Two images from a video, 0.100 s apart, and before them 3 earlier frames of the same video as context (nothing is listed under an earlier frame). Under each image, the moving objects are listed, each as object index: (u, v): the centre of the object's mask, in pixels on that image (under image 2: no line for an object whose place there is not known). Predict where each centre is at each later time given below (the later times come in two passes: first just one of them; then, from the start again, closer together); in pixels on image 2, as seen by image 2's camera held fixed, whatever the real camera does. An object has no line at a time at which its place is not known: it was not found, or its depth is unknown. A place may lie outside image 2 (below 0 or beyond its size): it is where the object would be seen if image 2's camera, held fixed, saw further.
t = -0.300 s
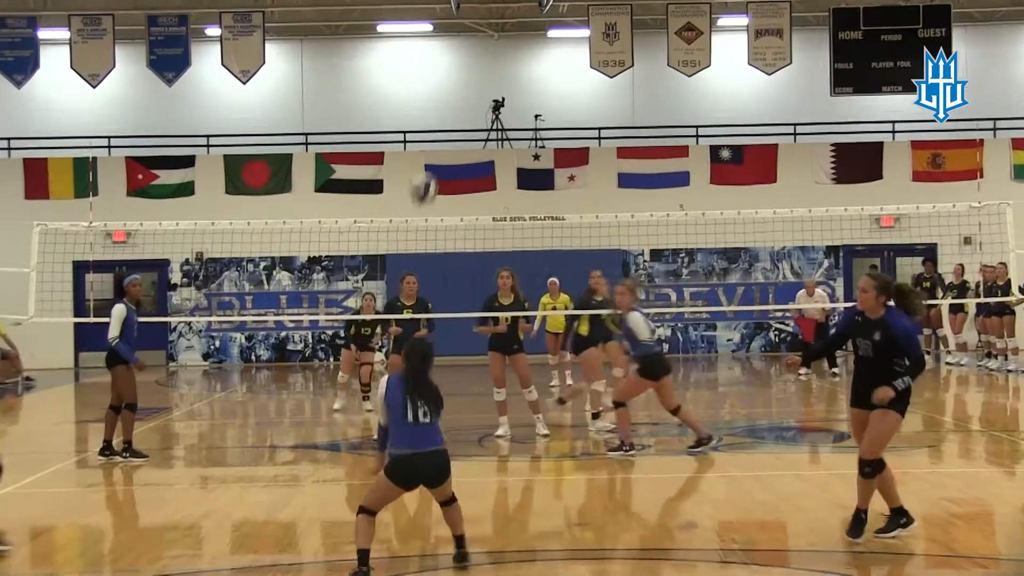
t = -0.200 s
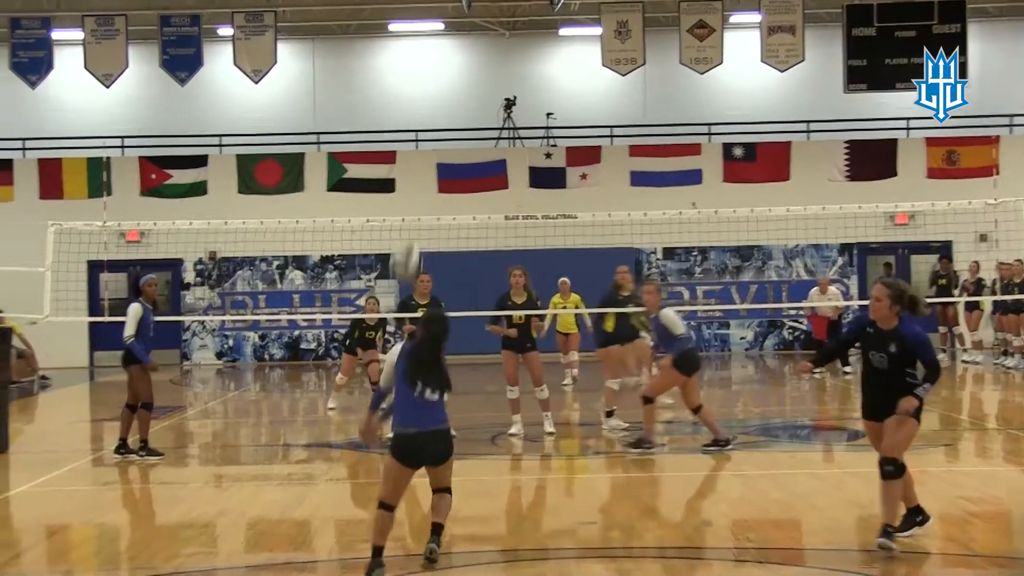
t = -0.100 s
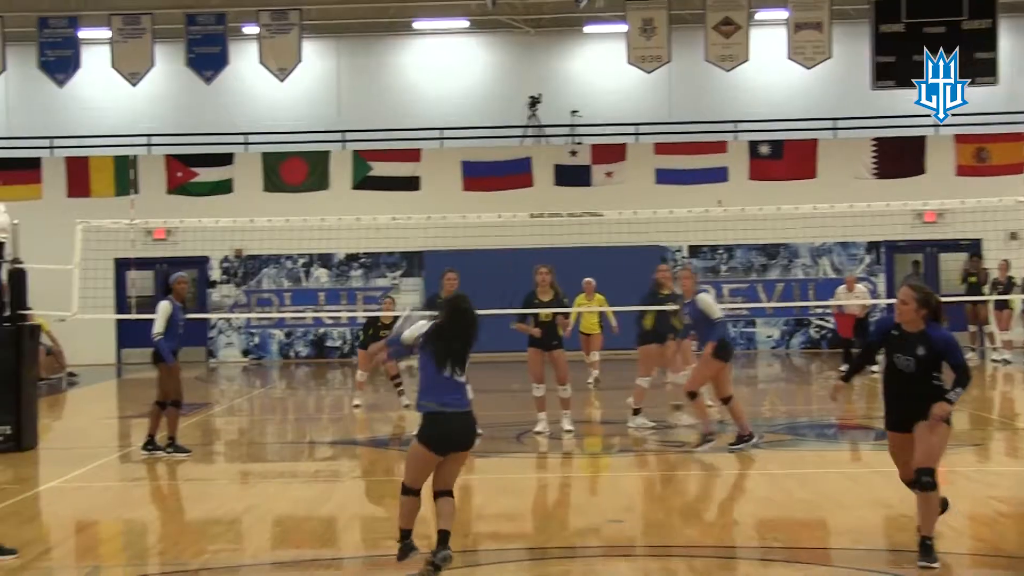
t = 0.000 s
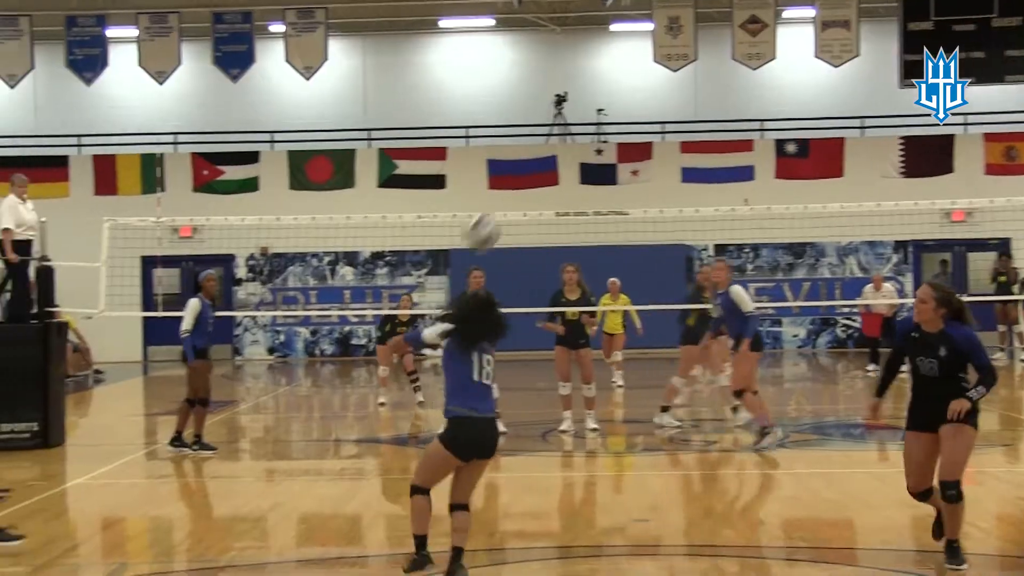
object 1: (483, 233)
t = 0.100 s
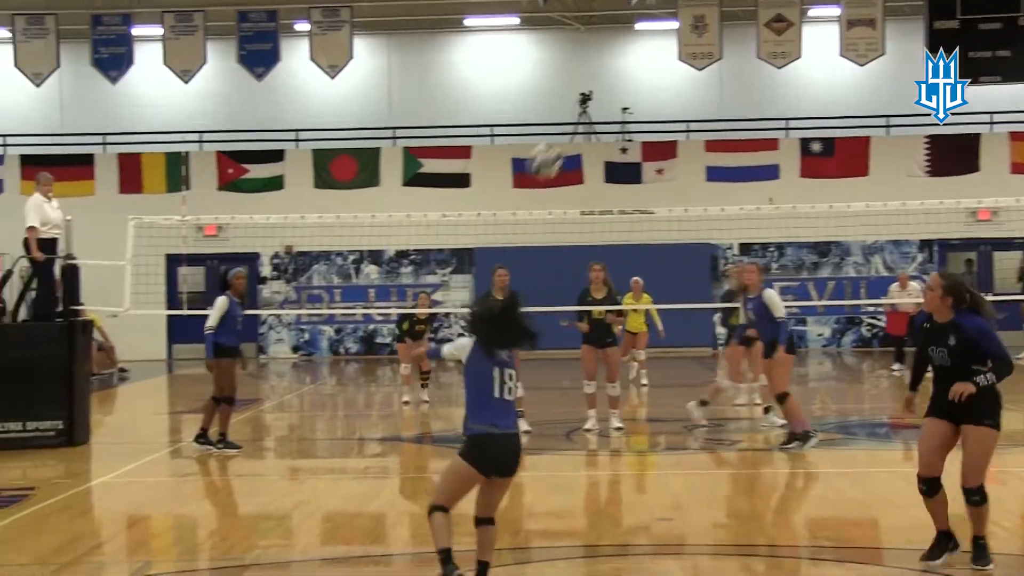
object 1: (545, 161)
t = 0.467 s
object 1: (668, 72)
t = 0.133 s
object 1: (558, 143)
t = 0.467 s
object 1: (668, 72)
